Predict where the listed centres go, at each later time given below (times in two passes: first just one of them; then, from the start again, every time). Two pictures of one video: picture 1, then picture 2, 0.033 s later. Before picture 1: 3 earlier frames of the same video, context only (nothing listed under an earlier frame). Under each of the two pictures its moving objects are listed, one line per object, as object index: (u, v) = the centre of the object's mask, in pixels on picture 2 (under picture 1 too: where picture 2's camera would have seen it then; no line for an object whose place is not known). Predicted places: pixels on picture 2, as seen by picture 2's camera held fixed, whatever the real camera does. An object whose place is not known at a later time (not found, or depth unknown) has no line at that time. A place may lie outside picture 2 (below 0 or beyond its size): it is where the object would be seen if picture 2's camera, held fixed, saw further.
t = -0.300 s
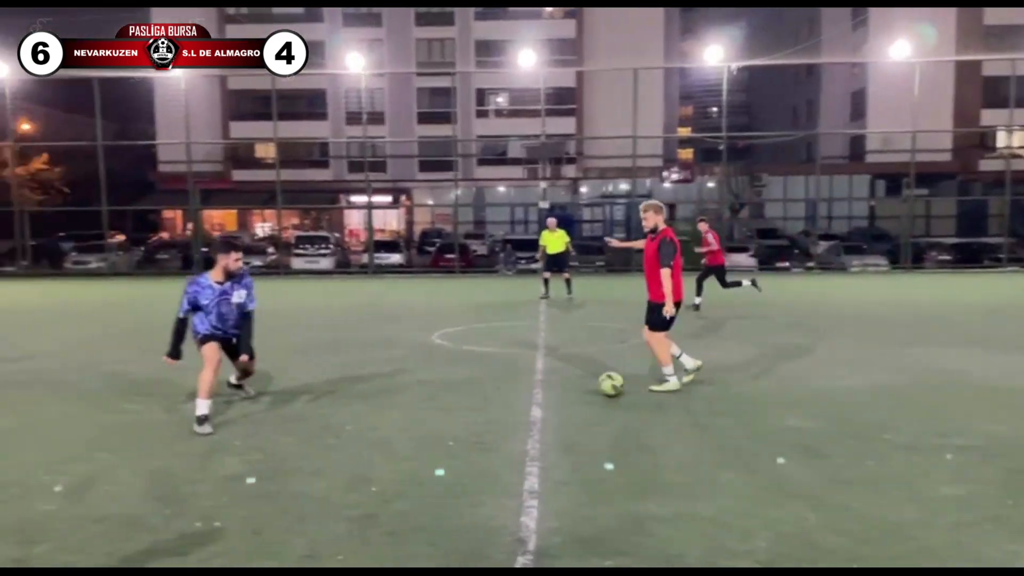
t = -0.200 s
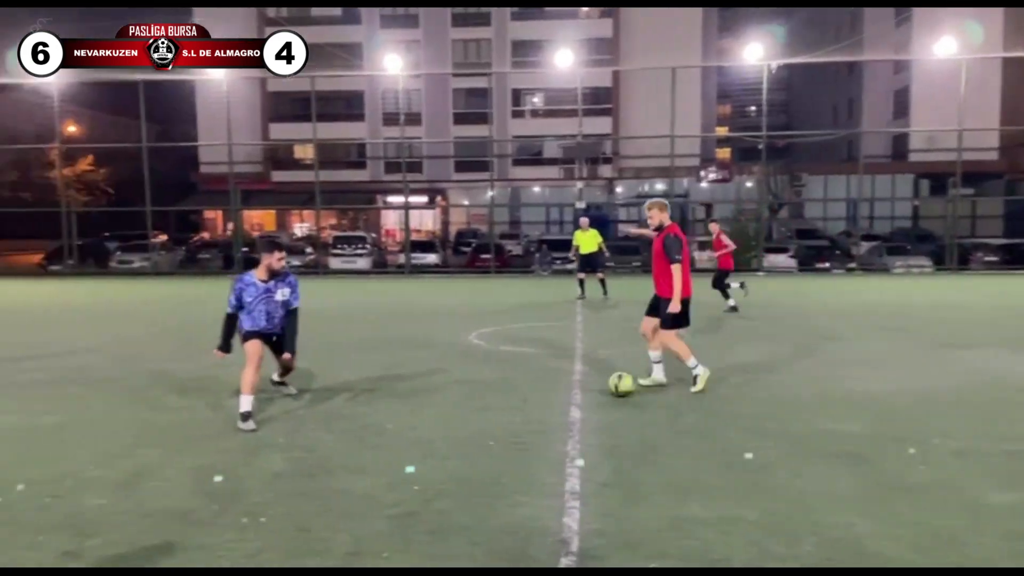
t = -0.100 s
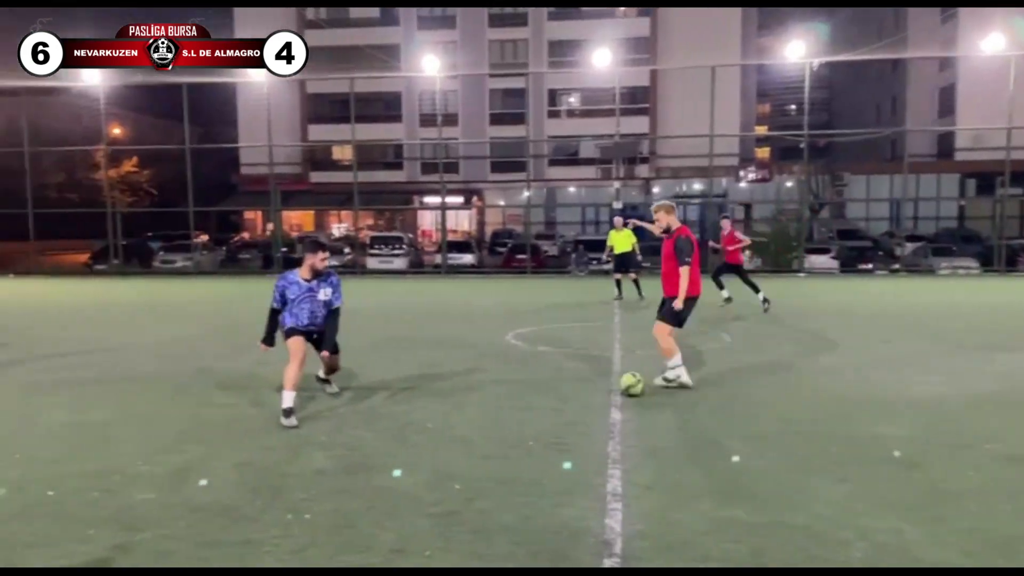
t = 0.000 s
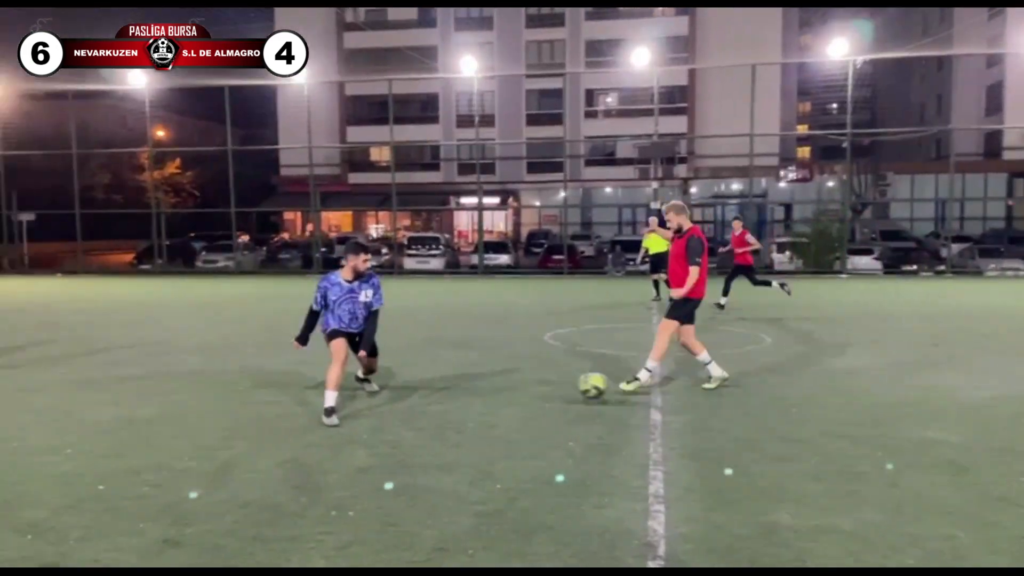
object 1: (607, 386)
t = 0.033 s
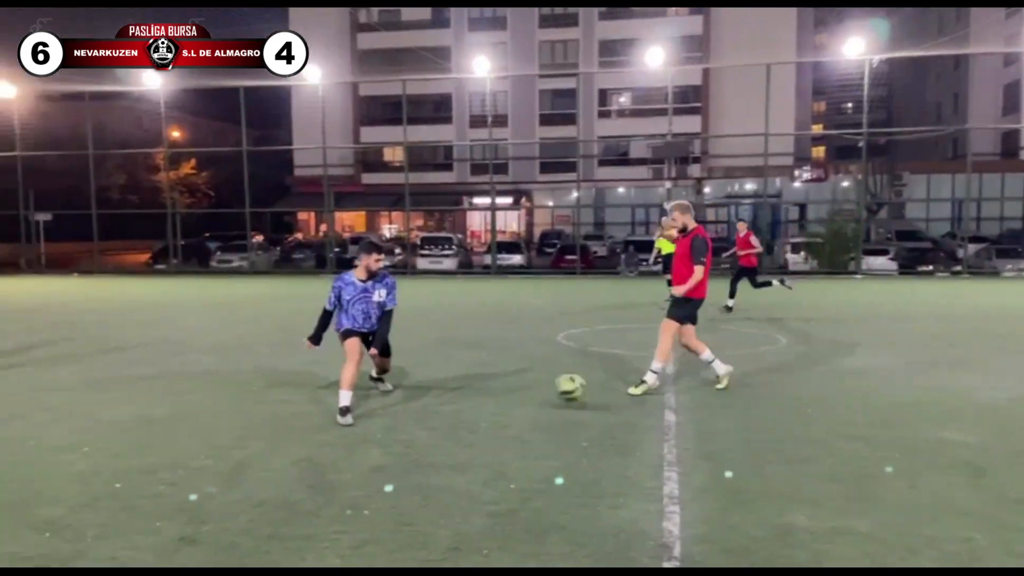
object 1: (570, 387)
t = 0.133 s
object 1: (449, 401)
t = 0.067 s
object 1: (531, 390)
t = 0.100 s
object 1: (490, 395)
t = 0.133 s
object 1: (449, 401)
